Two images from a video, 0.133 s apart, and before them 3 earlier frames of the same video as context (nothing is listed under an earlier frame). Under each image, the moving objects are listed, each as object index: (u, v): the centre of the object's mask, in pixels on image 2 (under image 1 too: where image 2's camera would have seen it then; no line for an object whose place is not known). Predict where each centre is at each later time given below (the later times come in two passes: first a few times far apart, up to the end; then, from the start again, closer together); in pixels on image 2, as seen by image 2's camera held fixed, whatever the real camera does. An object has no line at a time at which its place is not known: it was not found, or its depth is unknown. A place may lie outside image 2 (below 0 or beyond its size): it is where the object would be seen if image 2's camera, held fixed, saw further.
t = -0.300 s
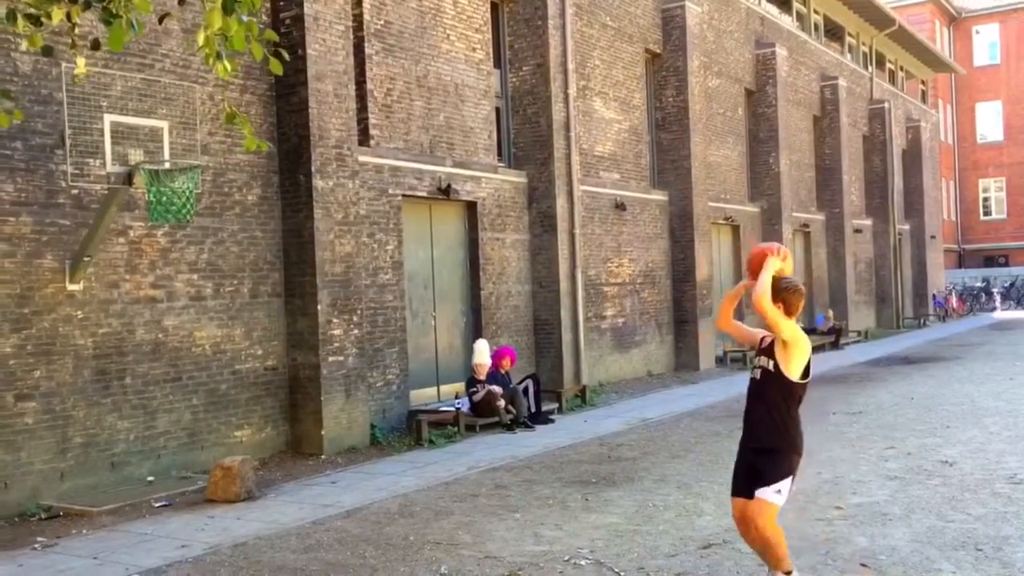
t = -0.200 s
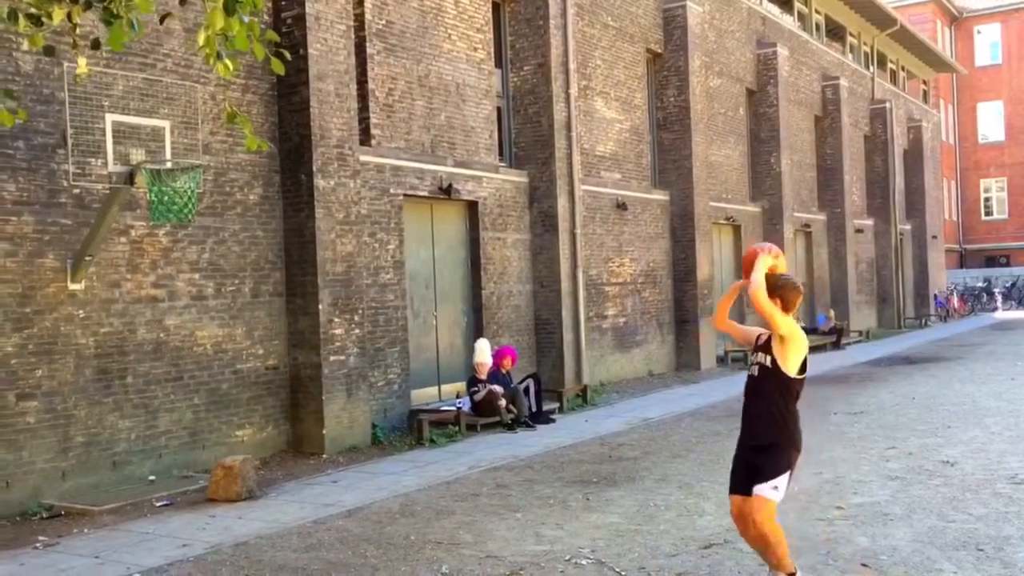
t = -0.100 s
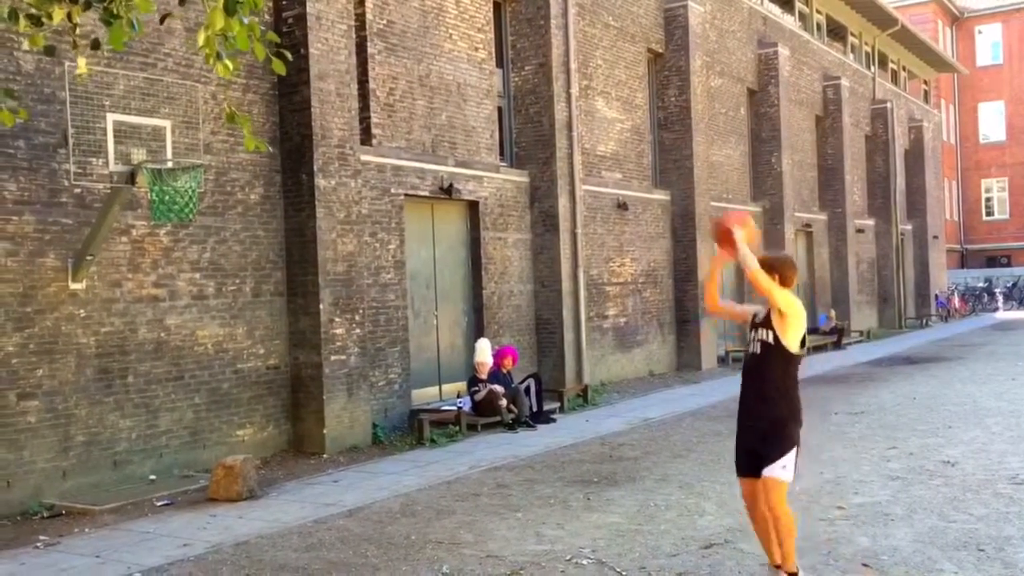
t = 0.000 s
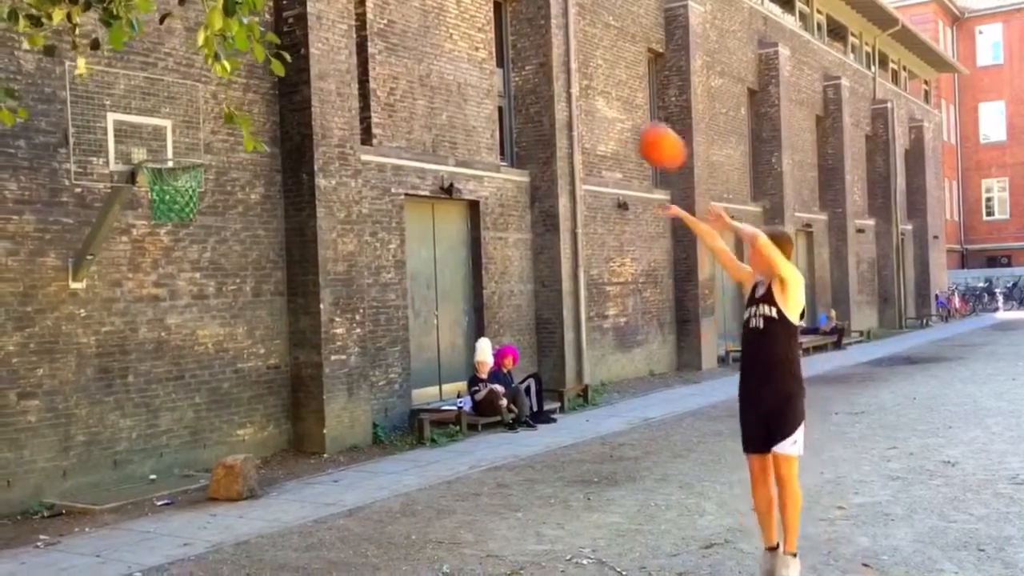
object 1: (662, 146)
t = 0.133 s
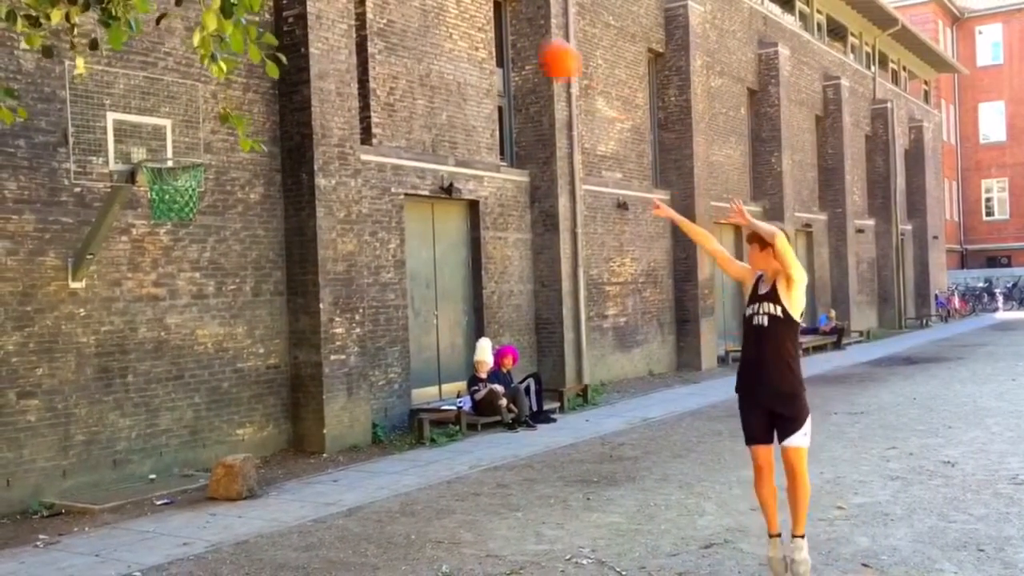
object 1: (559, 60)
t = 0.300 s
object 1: (448, 10)
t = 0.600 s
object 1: (290, 15)
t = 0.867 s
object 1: (181, 119)
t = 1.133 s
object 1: (157, 60)
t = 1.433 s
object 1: (165, 14)
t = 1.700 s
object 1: (172, 61)
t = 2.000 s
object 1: (162, 149)
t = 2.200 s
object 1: (177, 122)
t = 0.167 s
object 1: (536, 45)
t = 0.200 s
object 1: (516, 32)
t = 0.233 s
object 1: (493, 20)
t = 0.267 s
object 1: (470, 13)
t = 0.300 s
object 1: (448, 10)
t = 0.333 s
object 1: (428, 8)
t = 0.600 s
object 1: (290, 15)
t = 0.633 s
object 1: (276, 22)
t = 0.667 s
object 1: (261, 33)
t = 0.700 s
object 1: (249, 44)
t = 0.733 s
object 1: (233, 58)
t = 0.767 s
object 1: (224, 71)
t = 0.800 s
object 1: (205, 88)
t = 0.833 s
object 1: (193, 101)
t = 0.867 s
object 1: (181, 119)
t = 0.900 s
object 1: (168, 137)
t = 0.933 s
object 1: (157, 152)
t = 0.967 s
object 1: (157, 135)
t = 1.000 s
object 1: (156, 116)
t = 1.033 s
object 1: (157, 101)
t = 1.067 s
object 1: (157, 87)
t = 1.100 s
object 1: (158, 72)
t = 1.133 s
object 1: (157, 60)
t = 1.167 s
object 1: (157, 48)
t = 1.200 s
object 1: (158, 39)
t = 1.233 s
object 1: (159, 35)
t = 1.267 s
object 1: (160, 27)
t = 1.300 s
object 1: (160, 20)
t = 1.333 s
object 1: (162, 17)
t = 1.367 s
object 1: (163, 15)
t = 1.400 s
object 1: (164, 15)
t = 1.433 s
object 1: (165, 14)
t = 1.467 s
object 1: (166, 14)
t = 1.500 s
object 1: (166, 16)
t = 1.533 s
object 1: (167, 20)
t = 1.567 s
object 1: (167, 25)
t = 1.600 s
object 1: (169, 31)
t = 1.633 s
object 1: (171, 38)
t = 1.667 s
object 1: (171, 51)
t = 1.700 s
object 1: (172, 61)
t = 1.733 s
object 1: (173, 76)
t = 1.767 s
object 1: (174, 90)
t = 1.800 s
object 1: (177, 106)
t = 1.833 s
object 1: (178, 123)
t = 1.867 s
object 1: (181, 143)
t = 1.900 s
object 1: (178, 148)
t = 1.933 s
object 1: (172, 148)
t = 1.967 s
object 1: (167, 148)
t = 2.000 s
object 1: (162, 149)
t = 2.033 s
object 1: (159, 146)
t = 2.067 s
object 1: (158, 139)
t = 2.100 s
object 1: (164, 133)
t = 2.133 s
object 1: (167, 128)
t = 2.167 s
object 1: (171, 124)
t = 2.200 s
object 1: (177, 122)
